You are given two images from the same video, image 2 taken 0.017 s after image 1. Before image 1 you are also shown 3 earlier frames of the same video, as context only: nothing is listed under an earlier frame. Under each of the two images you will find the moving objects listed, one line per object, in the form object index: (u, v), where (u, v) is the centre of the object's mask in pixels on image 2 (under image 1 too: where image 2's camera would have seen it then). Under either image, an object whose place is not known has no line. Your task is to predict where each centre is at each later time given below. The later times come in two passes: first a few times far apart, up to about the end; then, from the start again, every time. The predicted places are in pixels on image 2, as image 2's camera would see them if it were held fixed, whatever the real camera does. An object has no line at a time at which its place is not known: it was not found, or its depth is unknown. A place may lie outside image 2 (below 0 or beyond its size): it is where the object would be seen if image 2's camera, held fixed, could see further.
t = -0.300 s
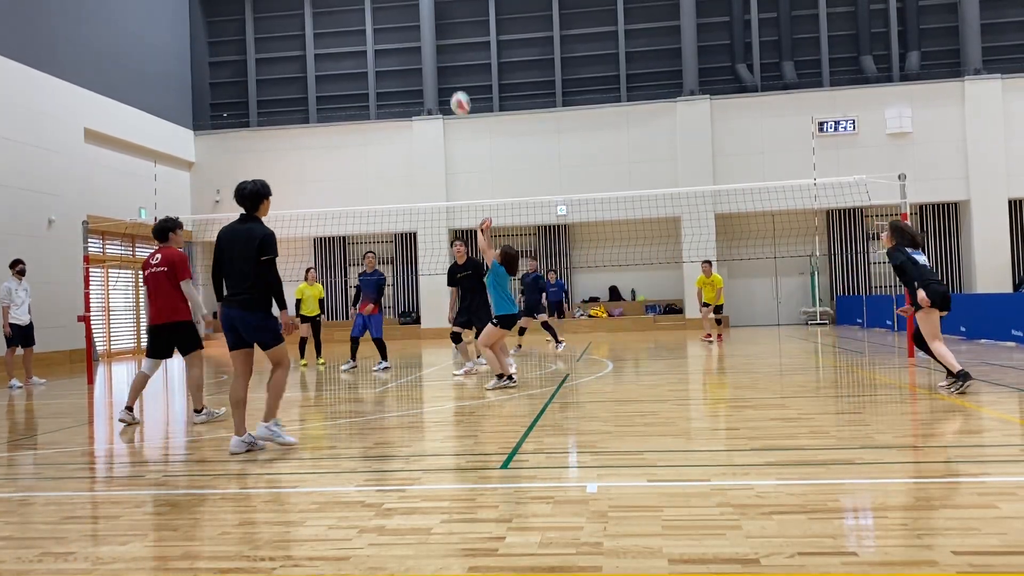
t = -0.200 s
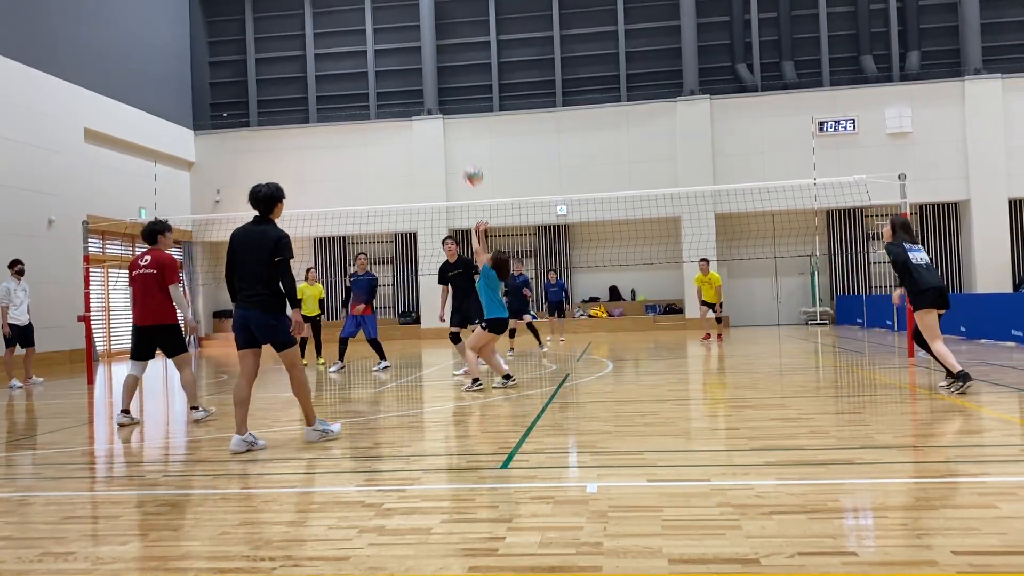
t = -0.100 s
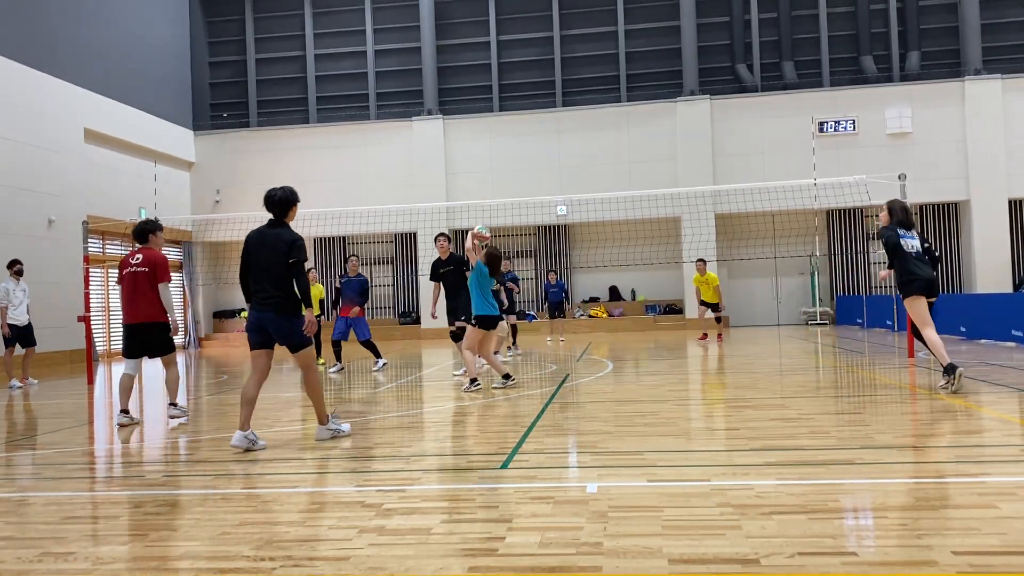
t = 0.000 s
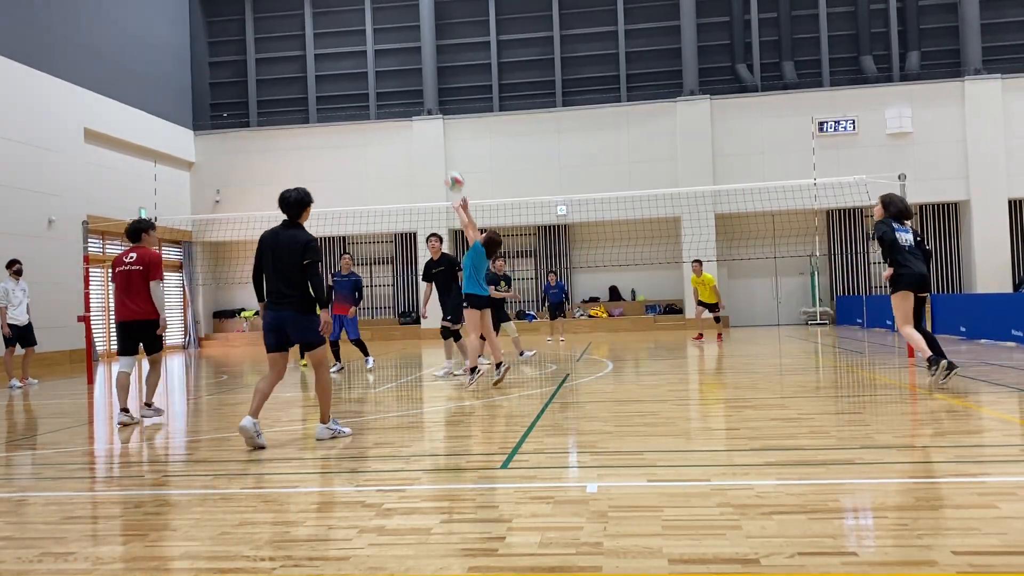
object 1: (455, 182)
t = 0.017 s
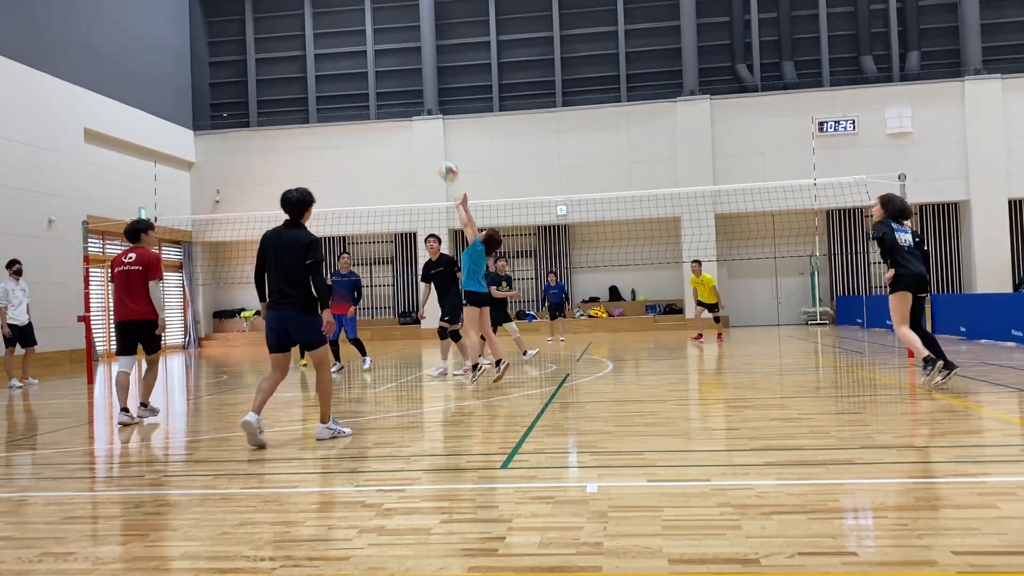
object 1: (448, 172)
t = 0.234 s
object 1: (375, 72)
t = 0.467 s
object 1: (303, 19)
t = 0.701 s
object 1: (242, 15)
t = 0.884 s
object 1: (198, 41)
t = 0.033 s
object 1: (442, 162)
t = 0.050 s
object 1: (436, 153)
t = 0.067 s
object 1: (431, 144)
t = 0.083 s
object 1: (425, 136)
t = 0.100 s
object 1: (418, 127)
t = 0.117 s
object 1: (413, 118)
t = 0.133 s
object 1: (407, 111)
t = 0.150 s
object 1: (402, 104)
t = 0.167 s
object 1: (397, 97)
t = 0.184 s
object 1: (391, 90)
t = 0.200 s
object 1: (385, 84)
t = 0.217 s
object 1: (380, 78)
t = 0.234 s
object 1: (375, 72)
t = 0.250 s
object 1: (369, 66)
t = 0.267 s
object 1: (364, 61)
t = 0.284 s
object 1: (358, 56)
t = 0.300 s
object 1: (353, 52)
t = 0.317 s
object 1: (348, 47)
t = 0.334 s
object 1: (343, 43)
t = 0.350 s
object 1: (338, 40)
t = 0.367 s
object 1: (333, 36)
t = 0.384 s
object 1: (328, 32)
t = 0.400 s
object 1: (323, 29)
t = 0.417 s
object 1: (318, 27)
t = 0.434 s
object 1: (313, 24)
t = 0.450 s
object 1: (308, 21)
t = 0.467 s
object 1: (303, 19)
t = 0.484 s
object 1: (298, 17)
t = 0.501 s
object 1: (294, 16)
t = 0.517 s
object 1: (290, 15)
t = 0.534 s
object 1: (285, 14)
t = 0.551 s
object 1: (281, 13)
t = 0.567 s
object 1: (276, 12)
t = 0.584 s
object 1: (272, 12)
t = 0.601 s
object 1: (267, 11)
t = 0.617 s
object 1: (263, 11)
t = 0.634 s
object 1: (259, 12)
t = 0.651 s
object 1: (254, 12)
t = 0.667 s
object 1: (250, 13)
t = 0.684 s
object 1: (246, 14)
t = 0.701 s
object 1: (242, 15)
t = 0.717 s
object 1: (238, 16)
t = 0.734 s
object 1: (233, 18)
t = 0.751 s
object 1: (229, 20)
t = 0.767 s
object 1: (225, 22)
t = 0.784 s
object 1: (221, 24)
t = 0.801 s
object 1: (217, 26)
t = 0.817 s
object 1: (213, 29)
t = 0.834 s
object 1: (209, 32)
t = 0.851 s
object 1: (205, 35)
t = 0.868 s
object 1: (201, 38)
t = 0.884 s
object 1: (198, 41)
